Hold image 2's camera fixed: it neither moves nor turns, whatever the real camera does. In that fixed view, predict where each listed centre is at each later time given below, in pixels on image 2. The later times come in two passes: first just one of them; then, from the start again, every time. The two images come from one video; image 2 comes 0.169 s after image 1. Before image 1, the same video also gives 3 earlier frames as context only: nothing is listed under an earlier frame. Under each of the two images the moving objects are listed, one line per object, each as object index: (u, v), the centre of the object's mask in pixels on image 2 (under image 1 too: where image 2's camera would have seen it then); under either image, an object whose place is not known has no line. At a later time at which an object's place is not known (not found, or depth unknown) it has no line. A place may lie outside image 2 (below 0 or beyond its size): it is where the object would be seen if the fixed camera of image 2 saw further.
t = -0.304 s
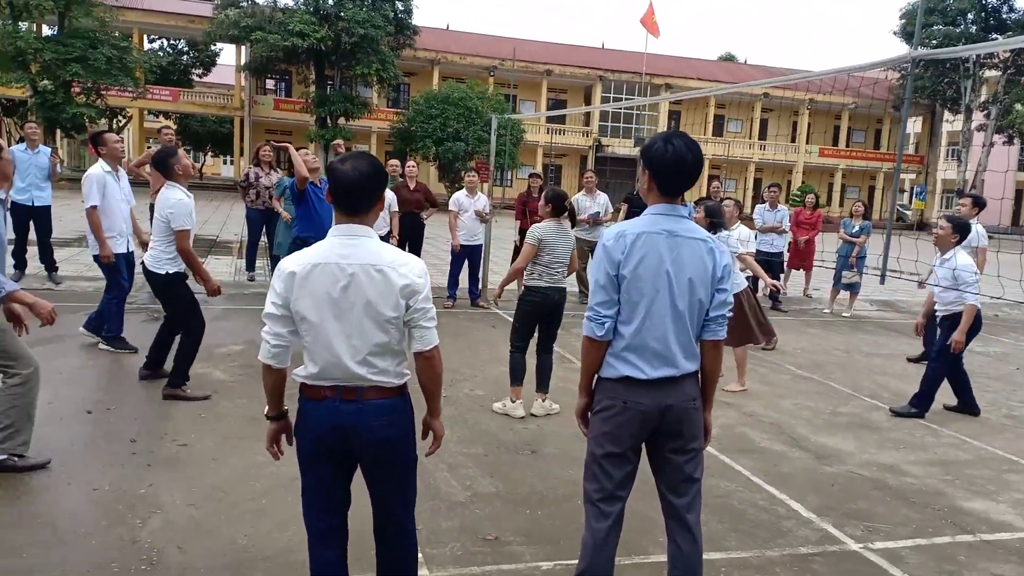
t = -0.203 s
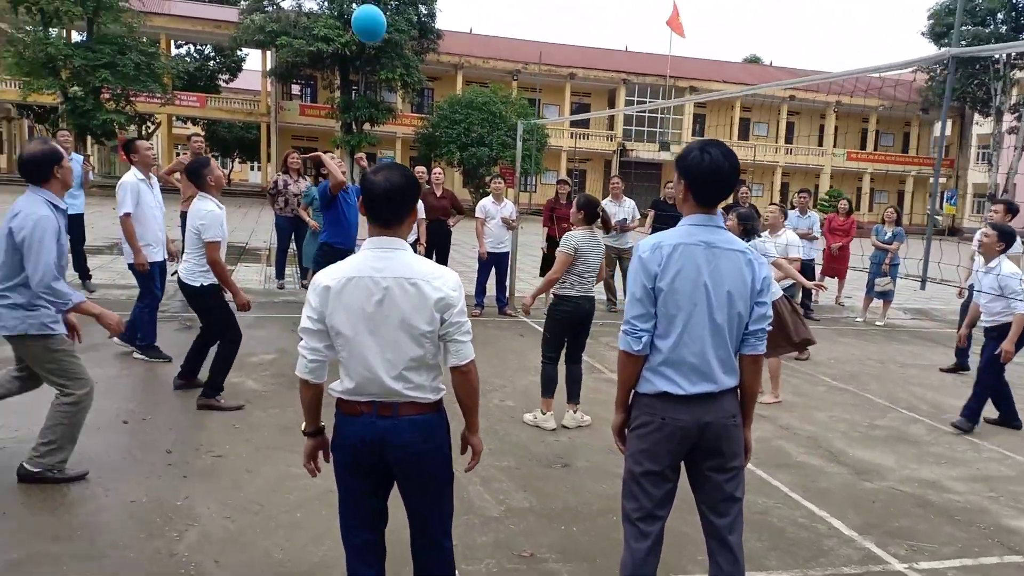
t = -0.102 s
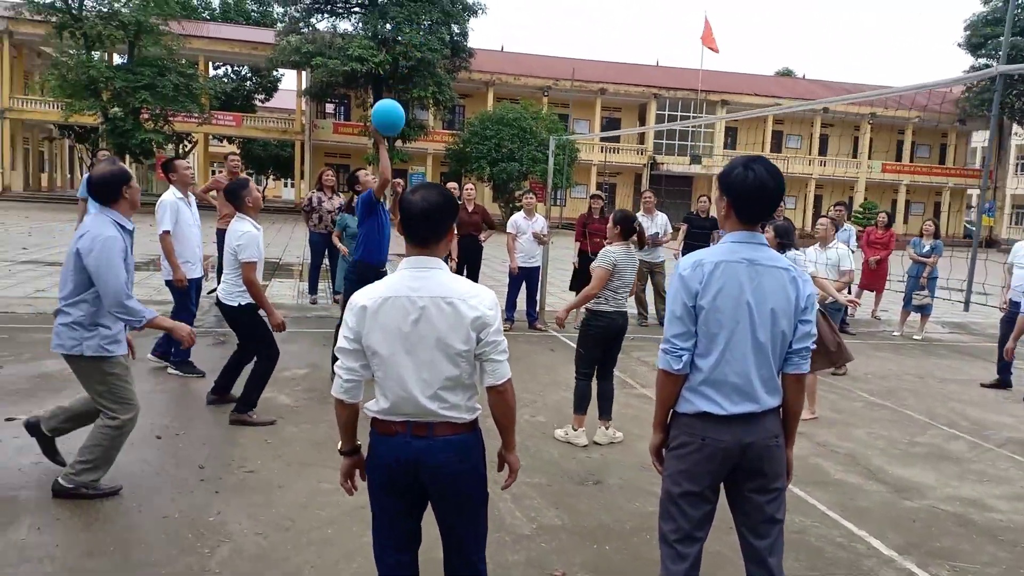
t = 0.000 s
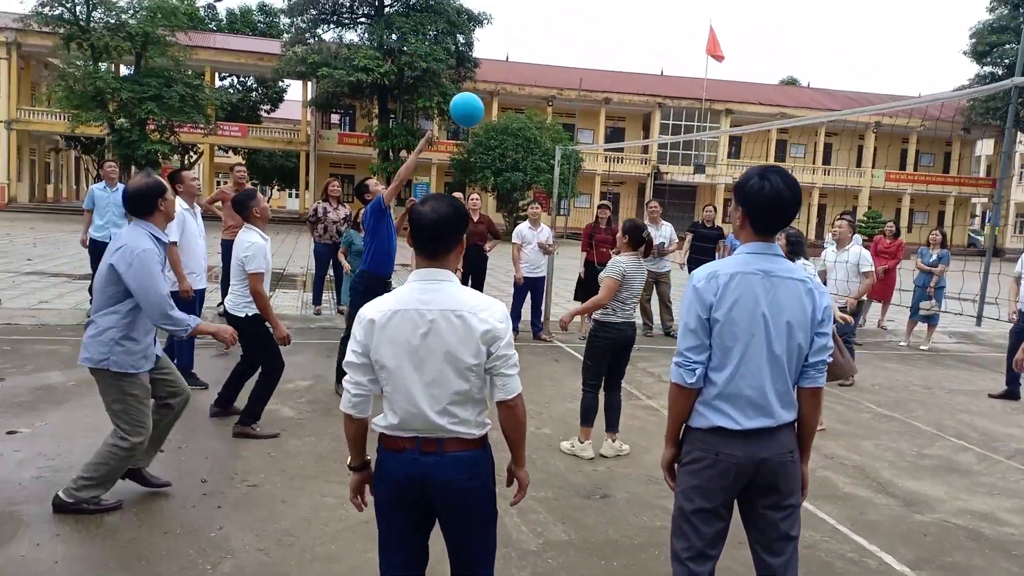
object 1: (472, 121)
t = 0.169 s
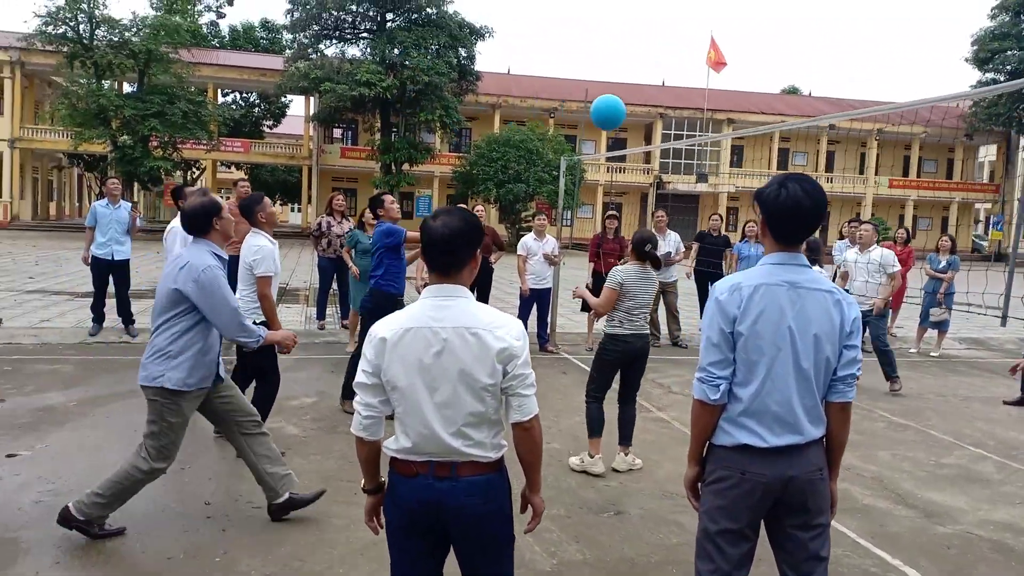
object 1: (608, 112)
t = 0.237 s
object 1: (661, 121)
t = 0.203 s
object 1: (635, 116)
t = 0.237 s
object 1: (661, 121)
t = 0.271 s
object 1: (687, 127)
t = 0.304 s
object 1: (711, 135)
